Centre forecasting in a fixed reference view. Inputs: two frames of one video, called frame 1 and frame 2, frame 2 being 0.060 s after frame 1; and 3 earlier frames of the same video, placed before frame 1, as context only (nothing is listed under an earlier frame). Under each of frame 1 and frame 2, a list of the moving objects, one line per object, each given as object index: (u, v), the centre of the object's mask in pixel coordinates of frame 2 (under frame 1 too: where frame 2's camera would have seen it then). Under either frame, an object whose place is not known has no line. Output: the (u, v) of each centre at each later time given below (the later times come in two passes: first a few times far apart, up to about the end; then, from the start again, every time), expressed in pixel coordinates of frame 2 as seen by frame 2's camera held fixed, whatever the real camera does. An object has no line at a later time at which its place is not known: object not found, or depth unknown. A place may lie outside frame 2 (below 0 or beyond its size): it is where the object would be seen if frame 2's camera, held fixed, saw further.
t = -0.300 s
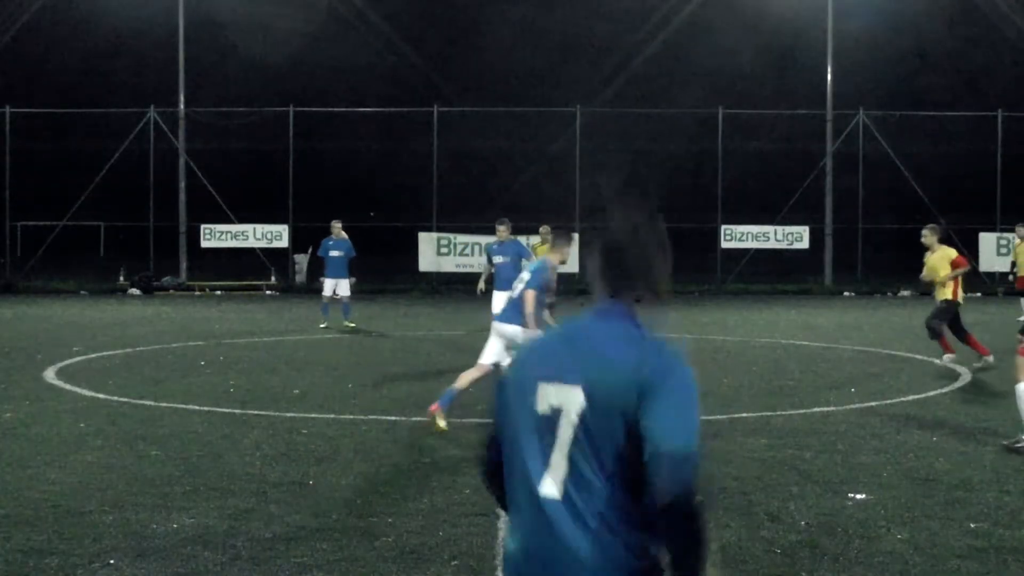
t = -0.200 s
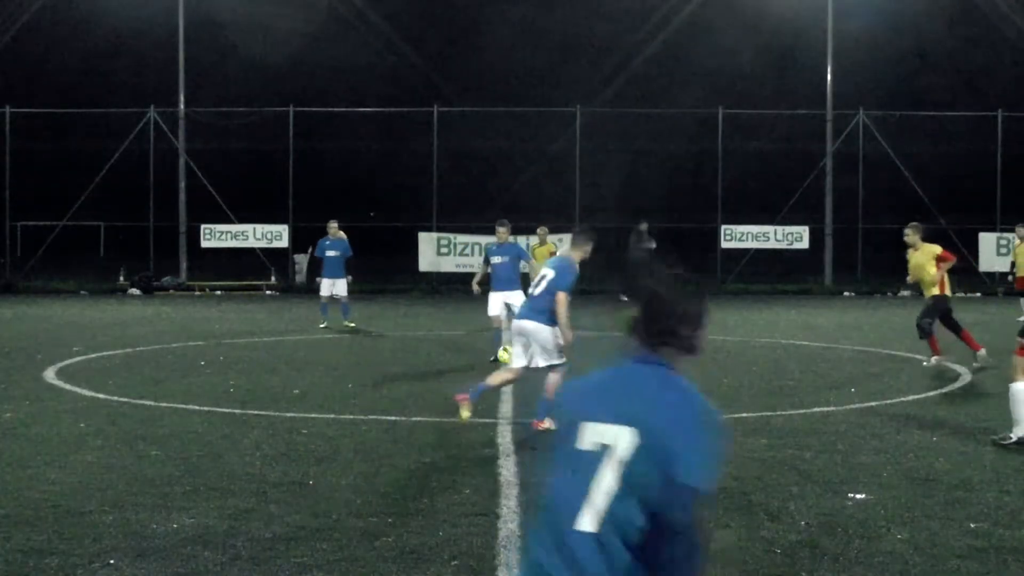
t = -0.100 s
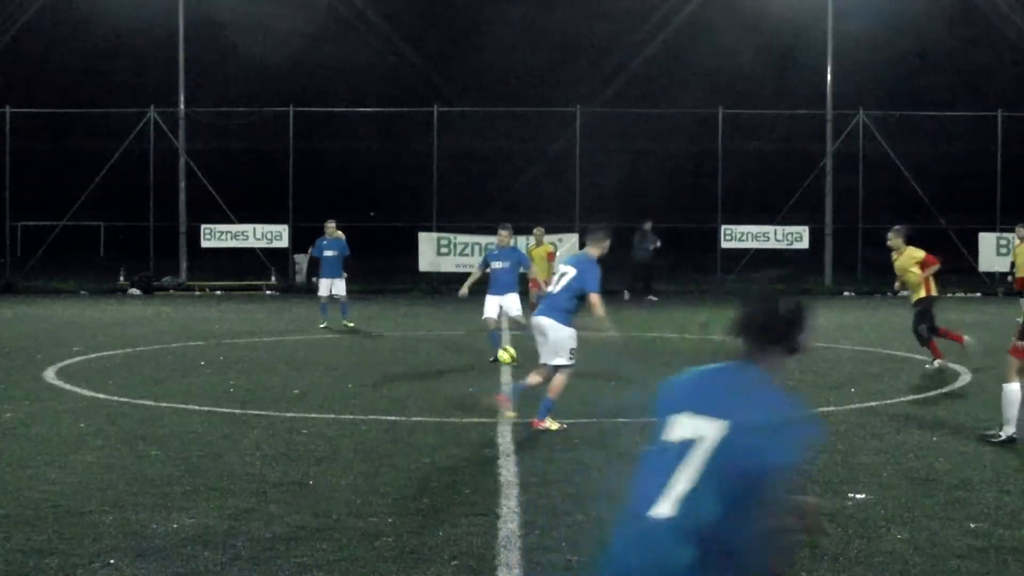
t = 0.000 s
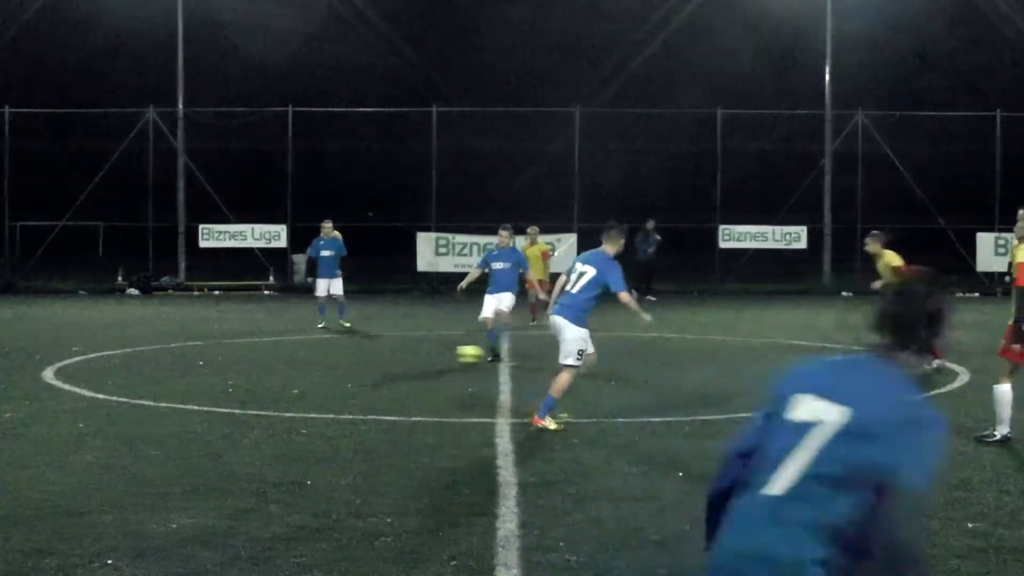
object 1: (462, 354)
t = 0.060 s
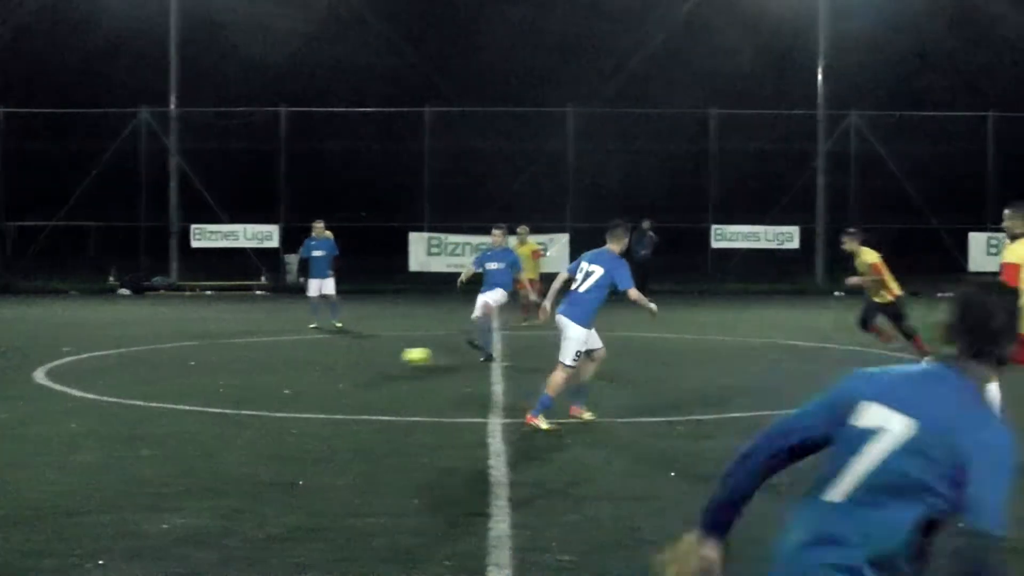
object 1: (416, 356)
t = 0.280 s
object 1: (260, 360)
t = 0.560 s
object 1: (87, 370)
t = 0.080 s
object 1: (402, 357)
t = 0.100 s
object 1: (388, 357)
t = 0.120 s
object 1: (374, 357)
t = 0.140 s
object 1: (359, 358)
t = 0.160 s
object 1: (344, 358)
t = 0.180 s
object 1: (330, 359)
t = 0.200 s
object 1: (315, 359)
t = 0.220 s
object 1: (301, 359)
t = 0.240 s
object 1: (286, 359)
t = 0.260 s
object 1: (274, 359)
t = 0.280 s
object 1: (260, 360)
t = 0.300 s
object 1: (246, 361)
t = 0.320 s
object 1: (231, 363)
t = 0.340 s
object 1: (219, 364)
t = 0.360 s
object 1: (206, 364)
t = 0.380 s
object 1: (192, 363)
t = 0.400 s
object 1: (179, 364)
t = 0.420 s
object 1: (164, 366)
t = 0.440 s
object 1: (152, 367)
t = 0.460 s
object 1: (141, 367)
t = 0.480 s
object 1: (131, 367)
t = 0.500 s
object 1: (120, 368)
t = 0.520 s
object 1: (110, 369)
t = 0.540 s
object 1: (98, 369)
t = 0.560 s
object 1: (87, 370)
